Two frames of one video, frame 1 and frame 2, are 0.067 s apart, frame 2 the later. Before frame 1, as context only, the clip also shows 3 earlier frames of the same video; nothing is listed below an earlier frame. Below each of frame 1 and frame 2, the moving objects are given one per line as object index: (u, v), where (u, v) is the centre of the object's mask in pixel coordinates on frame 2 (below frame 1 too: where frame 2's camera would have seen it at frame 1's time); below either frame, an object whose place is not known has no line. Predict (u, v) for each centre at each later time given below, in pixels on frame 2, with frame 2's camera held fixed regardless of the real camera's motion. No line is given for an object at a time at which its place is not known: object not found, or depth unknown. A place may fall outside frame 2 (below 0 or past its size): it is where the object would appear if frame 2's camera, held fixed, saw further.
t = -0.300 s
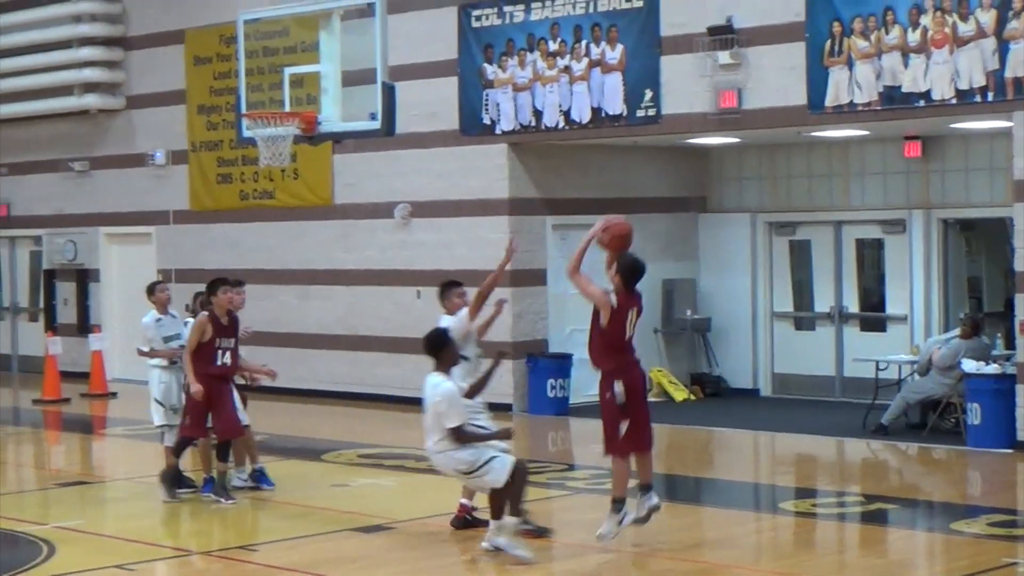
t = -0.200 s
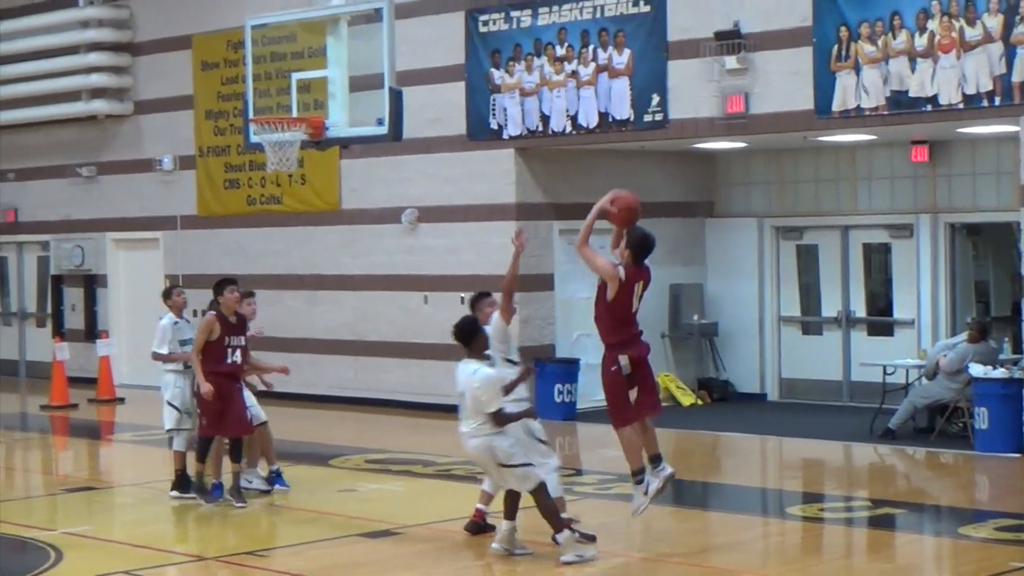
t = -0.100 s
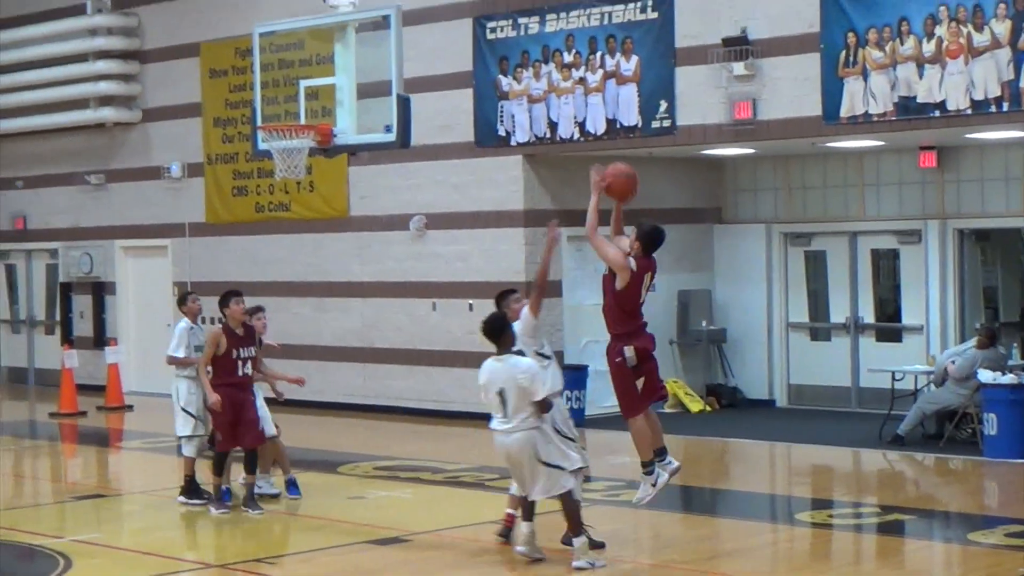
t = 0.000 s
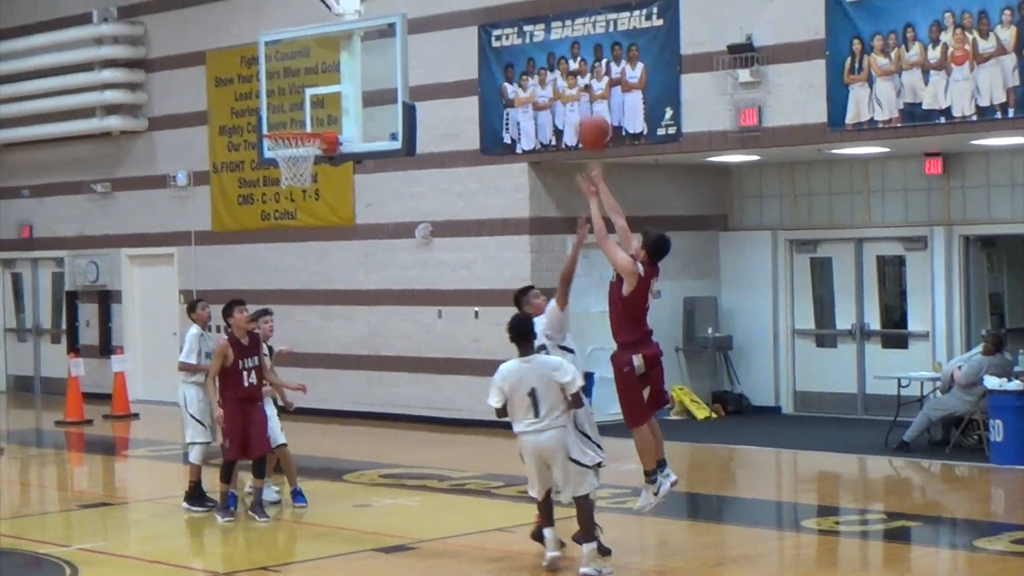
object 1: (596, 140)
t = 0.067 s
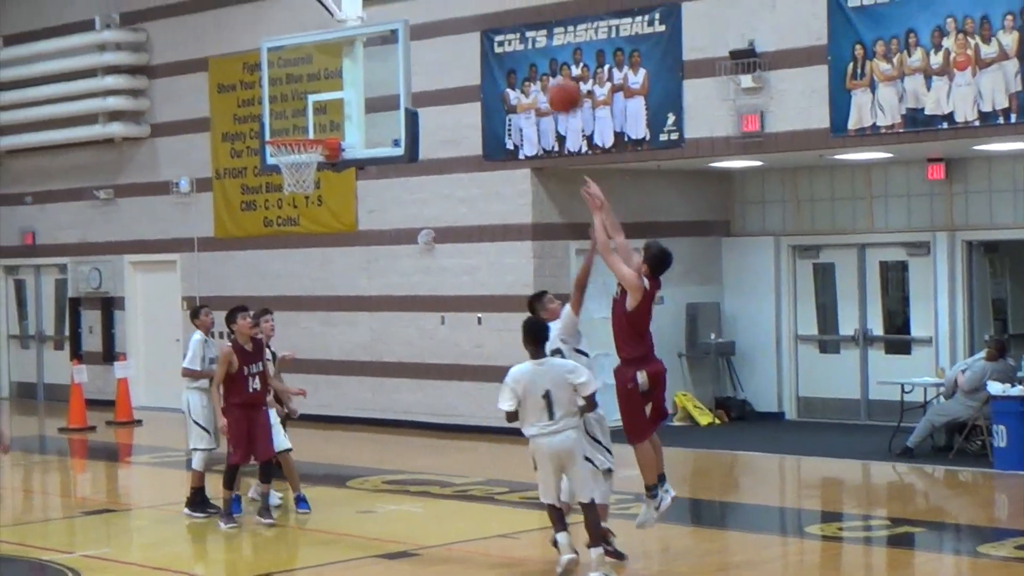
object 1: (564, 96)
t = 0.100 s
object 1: (548, 79)
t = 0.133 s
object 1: (533, 63)
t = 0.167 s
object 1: (519, 48)
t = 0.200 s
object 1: (504, 35)
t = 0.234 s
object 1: (490, 26)
